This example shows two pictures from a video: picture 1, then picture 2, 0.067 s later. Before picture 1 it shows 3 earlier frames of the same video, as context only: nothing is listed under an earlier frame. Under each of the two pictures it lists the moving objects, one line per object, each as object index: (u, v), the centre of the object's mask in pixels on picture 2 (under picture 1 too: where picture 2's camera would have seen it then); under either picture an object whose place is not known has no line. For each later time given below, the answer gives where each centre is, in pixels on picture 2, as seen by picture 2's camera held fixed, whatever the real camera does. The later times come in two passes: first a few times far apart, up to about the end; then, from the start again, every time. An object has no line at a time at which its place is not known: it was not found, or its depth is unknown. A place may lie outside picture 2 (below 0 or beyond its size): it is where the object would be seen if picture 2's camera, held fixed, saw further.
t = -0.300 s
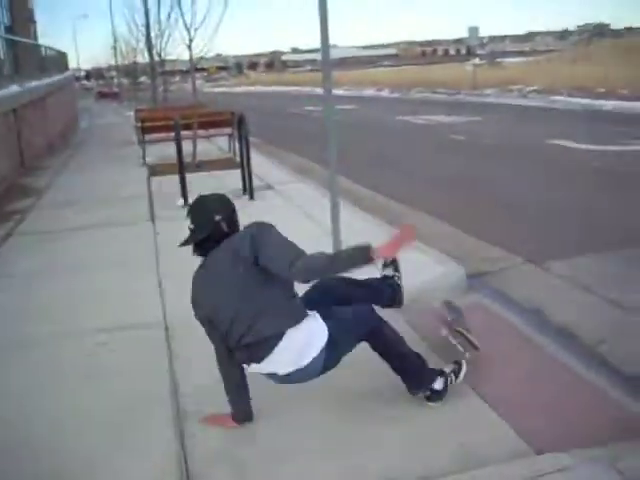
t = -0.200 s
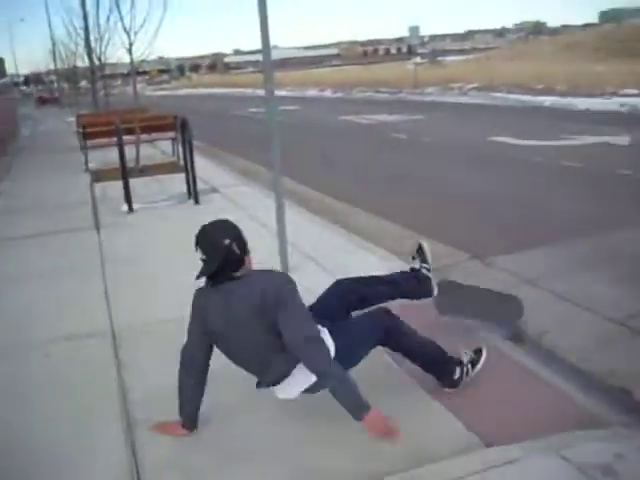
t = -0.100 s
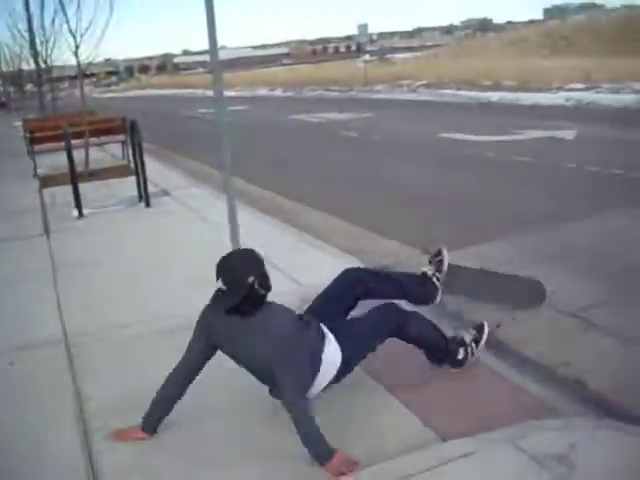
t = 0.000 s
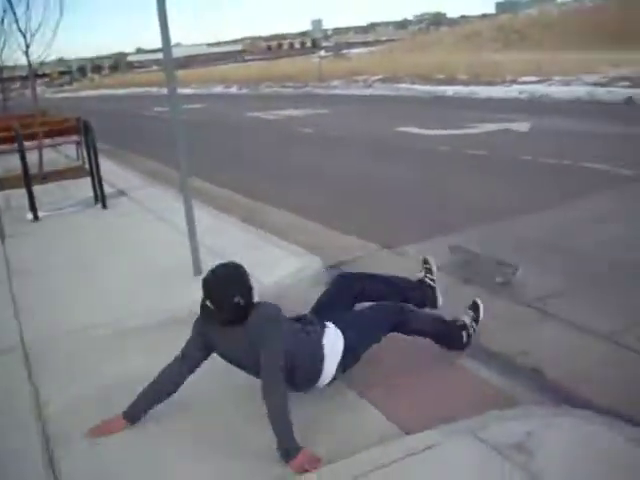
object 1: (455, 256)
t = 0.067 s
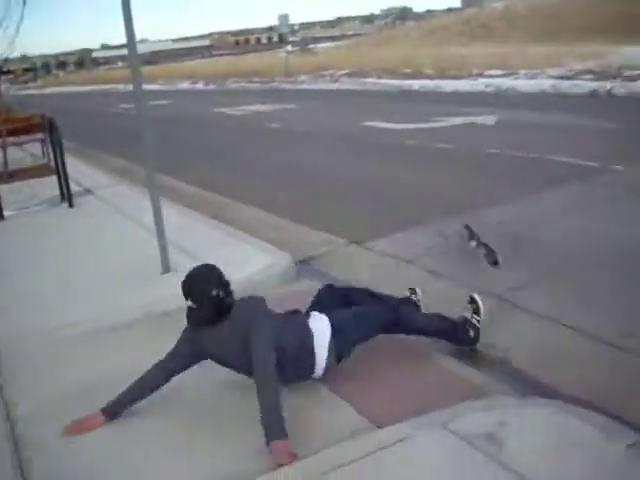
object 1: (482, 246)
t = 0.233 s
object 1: (505, 224)
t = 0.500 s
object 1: (553, 205)
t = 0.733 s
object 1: (560, 191)
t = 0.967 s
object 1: (570, 188)
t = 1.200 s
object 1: (566, 183)
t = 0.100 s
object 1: (485, 241)
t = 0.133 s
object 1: (488, 236)
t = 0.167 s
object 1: (494, 230)
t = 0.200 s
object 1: (502, 228)
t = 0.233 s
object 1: (505, 224)
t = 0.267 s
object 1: (513, 221)
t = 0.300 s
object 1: (519, 217)
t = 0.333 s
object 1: (527, 213)
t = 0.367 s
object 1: (533, 210)
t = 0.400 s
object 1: (540, 209)
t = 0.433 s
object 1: (544, 207)
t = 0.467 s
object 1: (548, 205)
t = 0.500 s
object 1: (553, 205)
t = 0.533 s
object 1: (555, 206)
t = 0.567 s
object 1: (554, 206)
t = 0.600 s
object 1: (555, 204)
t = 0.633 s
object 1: (557, 198)
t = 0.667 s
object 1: (557, 194)
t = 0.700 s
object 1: (557, 193)
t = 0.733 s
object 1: (560, 191)
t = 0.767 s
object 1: (564, 189)
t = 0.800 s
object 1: (567, 189)
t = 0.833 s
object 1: (569, 189)
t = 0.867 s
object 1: (571, 189)
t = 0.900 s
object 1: (571, 189)
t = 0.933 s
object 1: (571, 189)
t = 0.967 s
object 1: (570, 188)
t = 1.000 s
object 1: (570, 188)
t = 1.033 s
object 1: (569, 187)
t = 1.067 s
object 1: (569, 186)
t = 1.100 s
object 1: (569, 186)
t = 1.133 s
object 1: (569, 184)
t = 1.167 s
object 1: (567, 183)
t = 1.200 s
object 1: (566, 183)
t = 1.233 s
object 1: (565, 182)
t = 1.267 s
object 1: (565, 181)
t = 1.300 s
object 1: (564, 181)
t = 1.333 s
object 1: (562, 180)
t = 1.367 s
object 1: (562, 179)
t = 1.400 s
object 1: (562, 178)
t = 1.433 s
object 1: (561, 178)
